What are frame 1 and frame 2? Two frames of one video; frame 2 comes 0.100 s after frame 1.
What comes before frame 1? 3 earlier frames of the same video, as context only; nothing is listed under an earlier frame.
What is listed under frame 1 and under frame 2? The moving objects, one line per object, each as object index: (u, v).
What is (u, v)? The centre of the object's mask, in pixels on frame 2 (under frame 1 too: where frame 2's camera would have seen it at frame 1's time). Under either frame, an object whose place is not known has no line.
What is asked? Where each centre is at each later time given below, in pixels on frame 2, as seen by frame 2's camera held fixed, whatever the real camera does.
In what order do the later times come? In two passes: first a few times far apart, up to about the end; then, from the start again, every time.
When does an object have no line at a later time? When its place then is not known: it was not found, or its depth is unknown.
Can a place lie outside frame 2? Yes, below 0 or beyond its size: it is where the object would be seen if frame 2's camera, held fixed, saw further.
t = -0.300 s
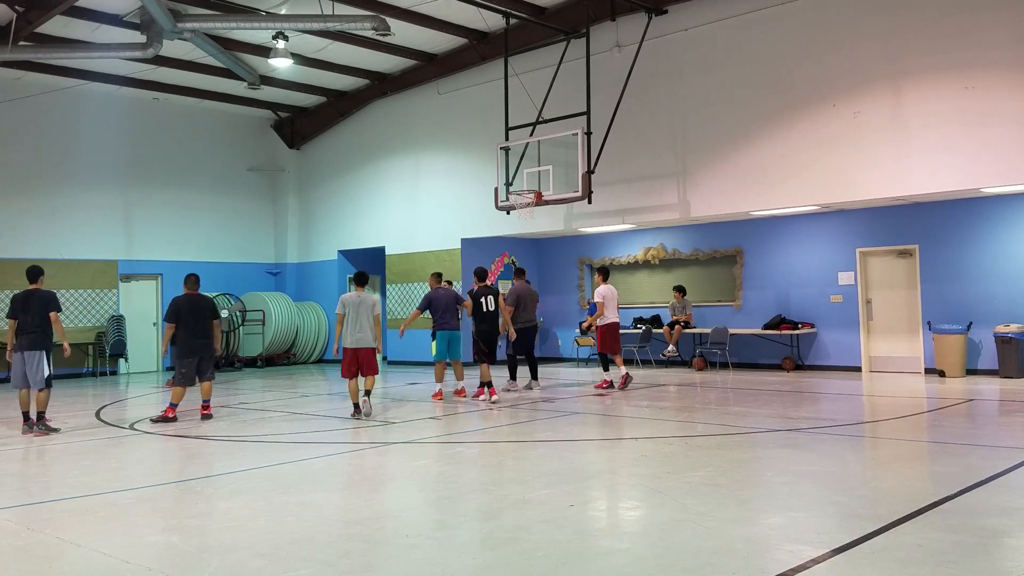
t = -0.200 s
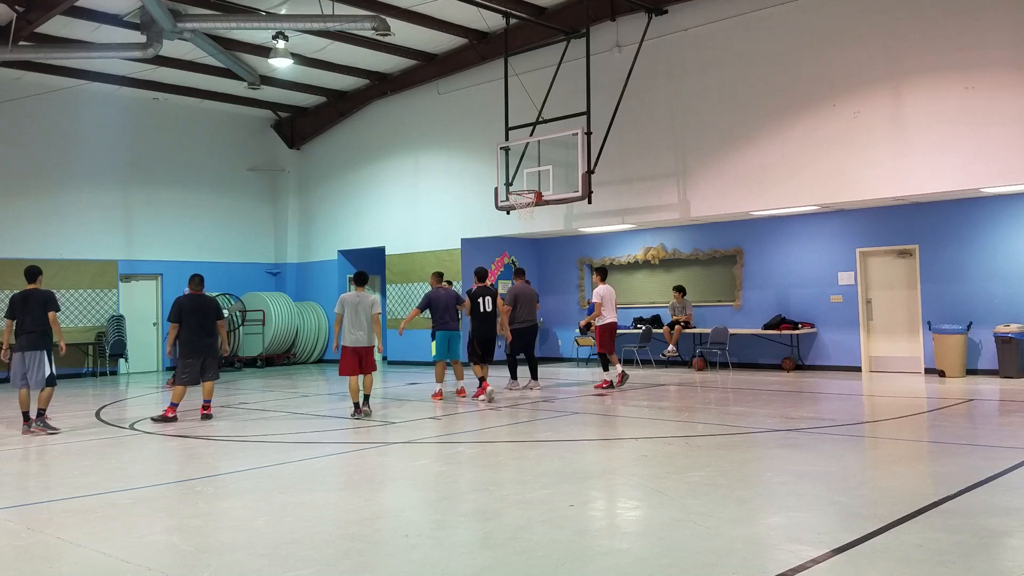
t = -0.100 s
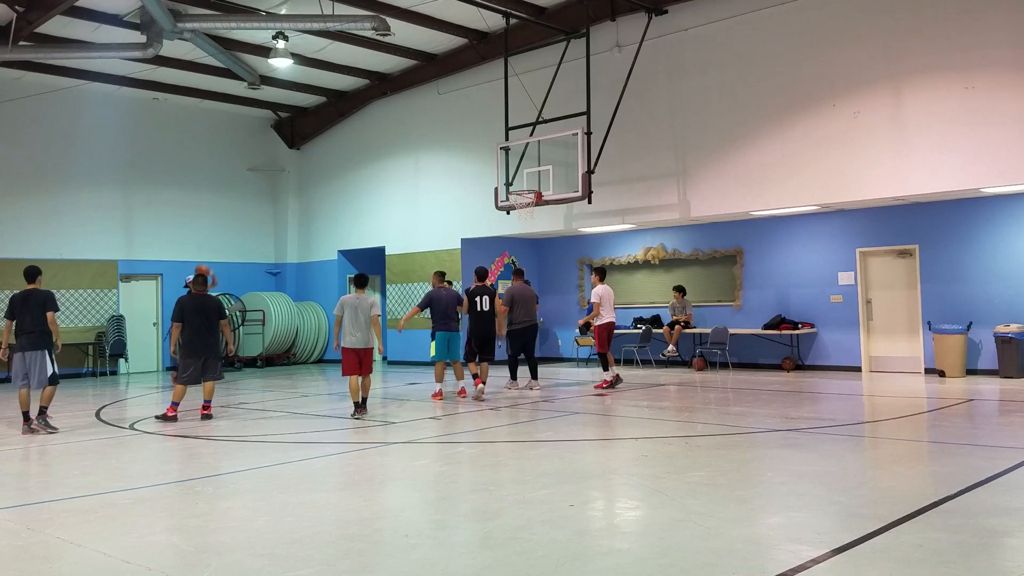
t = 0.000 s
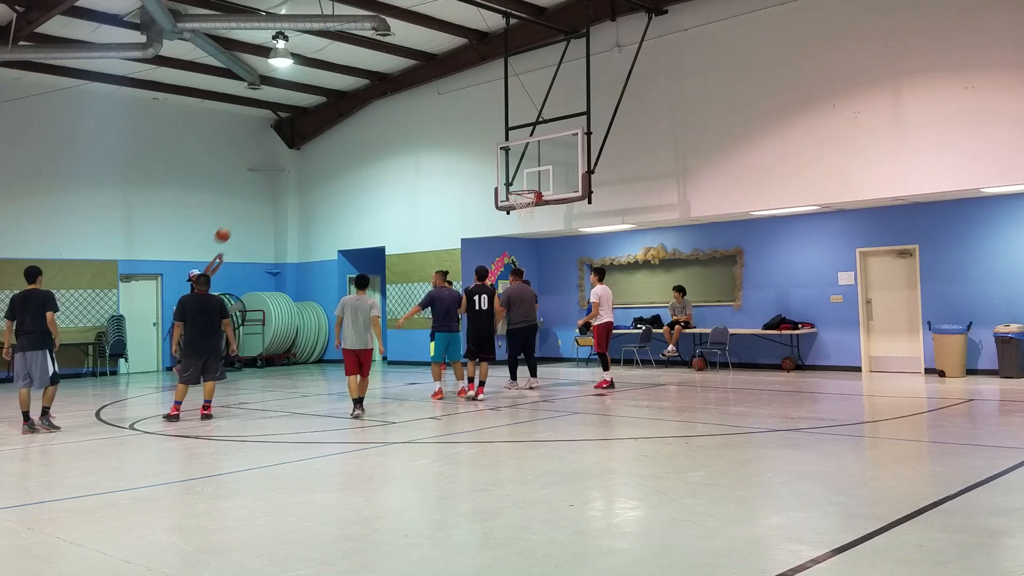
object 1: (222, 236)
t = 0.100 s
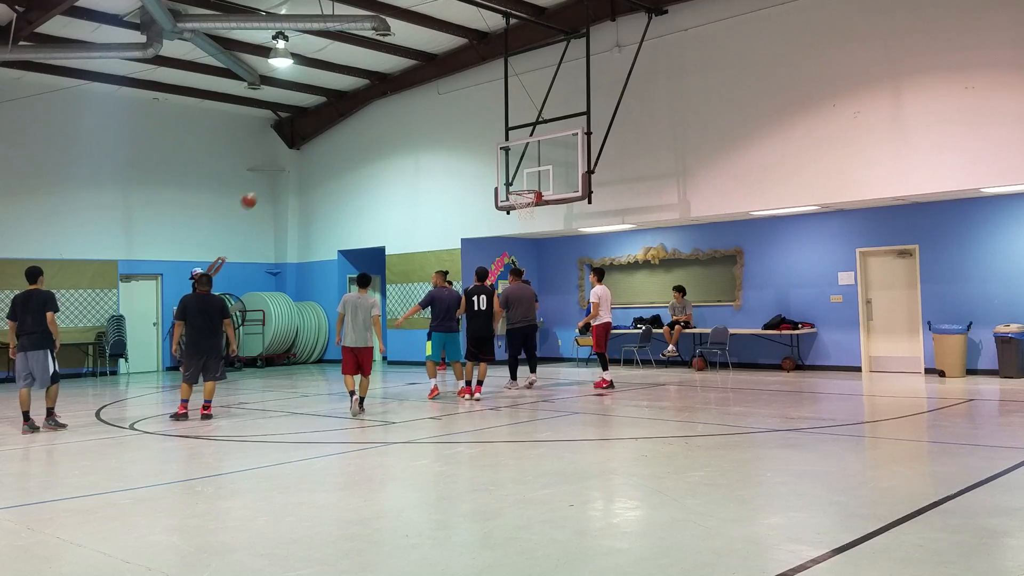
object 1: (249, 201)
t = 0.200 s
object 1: (275, 172)
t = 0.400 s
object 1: (327, 132)
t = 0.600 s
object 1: (380, 115)
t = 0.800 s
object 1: (433, 121)
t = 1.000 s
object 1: (487, 150)
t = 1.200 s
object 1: (522, 191)
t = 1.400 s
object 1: (524, 199)
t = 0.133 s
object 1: (258, 191)
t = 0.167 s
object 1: (266, 181)
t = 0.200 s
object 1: (275, 172)
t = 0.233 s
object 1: (284, 164)
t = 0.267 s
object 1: (293, 156)
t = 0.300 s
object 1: (301, 149)
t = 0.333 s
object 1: (309, 143)
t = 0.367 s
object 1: (318, 137)
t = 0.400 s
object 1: (327, 132)
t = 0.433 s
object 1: (335, 128)
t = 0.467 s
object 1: (344, 124)
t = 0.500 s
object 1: (353, 121)
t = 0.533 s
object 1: (362, 118)
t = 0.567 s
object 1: (371, 116)
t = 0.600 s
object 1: (380, 115)
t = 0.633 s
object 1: (389, 114)
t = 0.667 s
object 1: (397, 114)
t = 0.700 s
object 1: (406, 115)
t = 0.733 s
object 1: (415, 116)
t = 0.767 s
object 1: (424, 118)
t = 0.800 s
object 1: (433, 121)
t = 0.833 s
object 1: (441, 124)
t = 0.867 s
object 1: (450, 128)
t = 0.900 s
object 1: (460, 133)
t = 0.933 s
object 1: (469, 138)
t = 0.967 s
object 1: (478, 144)
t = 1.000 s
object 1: (487, 150)
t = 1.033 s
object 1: (496, 158)
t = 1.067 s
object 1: (505, 165)
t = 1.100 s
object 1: (514, 174)
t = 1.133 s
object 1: (523, 182)
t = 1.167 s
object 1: (528, 190)
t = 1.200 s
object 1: (522, 191)
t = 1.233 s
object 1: (519, 192)
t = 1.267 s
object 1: (518, 193)
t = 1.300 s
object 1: (522, 193)
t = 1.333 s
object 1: (528, 193)
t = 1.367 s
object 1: (529, 197)
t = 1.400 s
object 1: (524, 199)
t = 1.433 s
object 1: (519, 203)
